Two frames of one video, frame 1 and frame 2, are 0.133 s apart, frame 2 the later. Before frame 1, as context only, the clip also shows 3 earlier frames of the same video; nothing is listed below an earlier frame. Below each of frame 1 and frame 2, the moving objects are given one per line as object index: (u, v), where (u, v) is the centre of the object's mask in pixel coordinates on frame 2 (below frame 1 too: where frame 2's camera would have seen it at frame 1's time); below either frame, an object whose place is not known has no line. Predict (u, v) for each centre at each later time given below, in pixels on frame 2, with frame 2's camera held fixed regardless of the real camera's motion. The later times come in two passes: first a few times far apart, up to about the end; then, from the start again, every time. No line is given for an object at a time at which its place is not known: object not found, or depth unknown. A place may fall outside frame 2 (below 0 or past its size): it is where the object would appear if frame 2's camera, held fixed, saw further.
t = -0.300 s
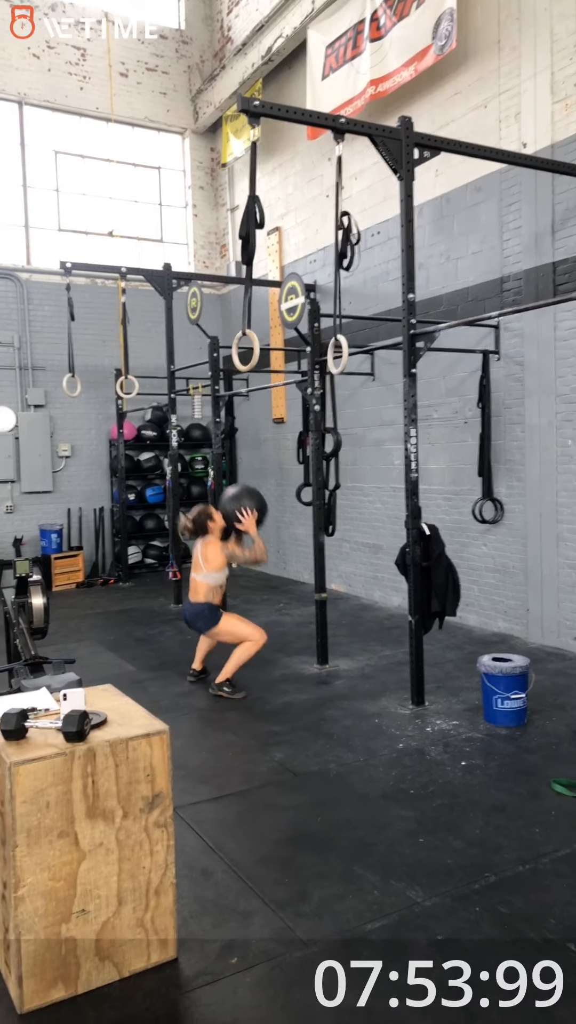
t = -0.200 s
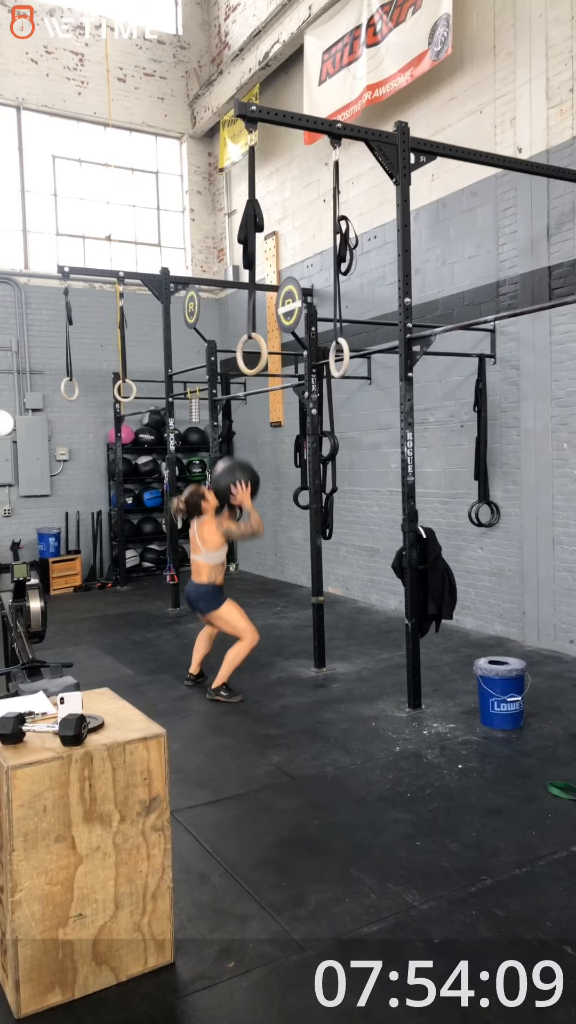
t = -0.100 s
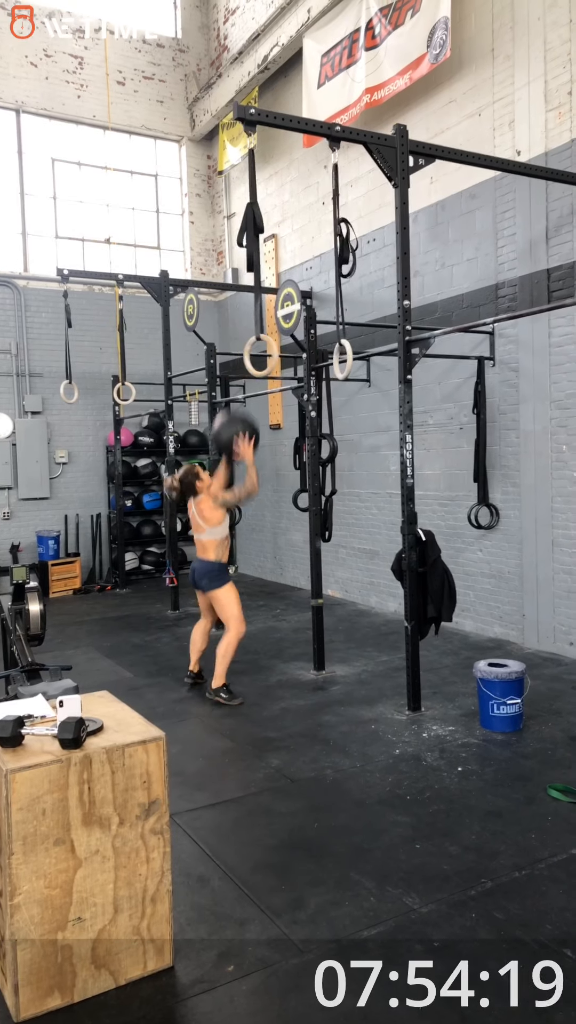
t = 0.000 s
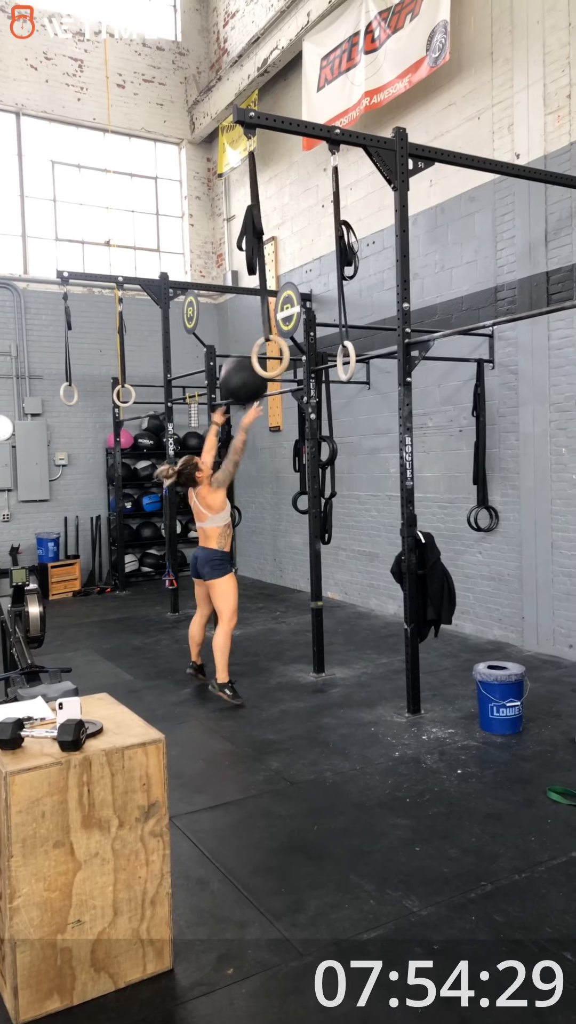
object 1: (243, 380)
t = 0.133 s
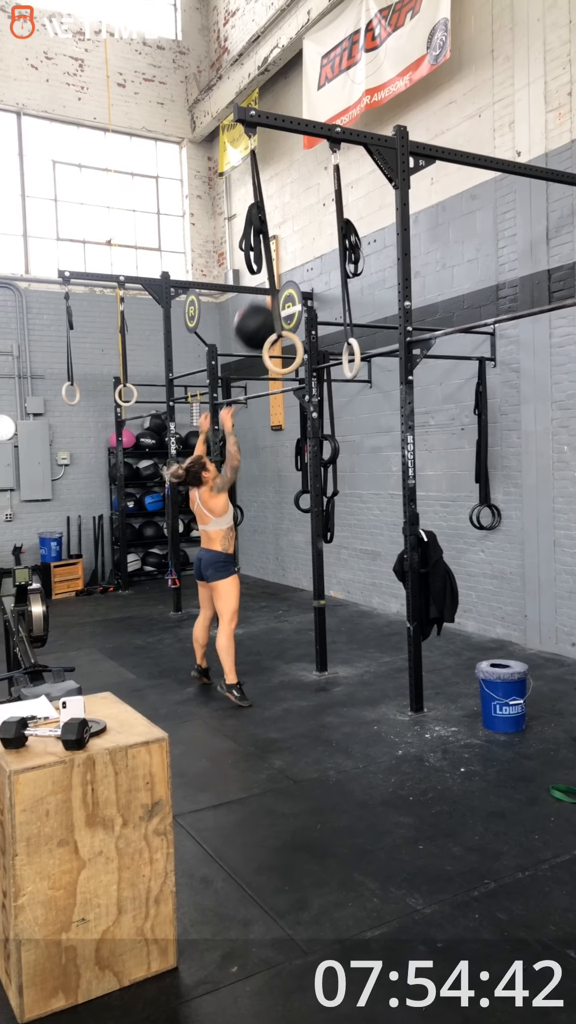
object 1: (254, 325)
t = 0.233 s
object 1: (262, 303)
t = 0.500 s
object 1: (255, 305)
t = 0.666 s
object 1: (244, 357)
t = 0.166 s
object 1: (257, 317)
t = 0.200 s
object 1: (260, 309)
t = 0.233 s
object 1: (262, 303)
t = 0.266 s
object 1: (268, 298)
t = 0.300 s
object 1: (269, 295)
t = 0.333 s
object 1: (263, 295)
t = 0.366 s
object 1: (261, 294)
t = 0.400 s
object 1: (260, 295)
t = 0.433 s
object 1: (258, 296)
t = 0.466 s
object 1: (257, 301)
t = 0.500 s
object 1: (255, 305)
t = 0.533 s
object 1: (253, 312)
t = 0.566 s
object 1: (252, 322)
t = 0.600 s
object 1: (249, 332)
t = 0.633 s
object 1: (247, 344)
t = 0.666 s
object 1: (244, 357)
